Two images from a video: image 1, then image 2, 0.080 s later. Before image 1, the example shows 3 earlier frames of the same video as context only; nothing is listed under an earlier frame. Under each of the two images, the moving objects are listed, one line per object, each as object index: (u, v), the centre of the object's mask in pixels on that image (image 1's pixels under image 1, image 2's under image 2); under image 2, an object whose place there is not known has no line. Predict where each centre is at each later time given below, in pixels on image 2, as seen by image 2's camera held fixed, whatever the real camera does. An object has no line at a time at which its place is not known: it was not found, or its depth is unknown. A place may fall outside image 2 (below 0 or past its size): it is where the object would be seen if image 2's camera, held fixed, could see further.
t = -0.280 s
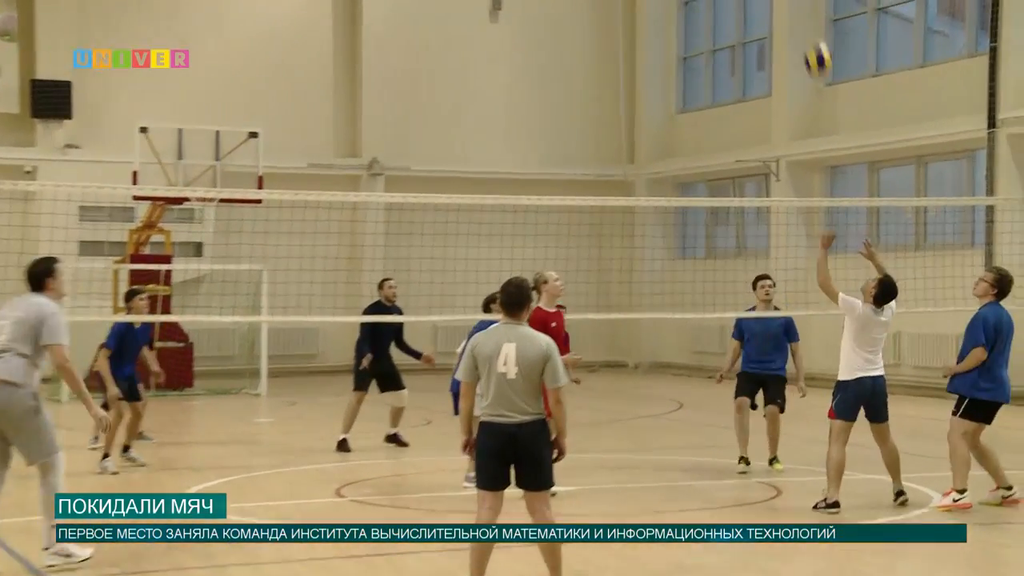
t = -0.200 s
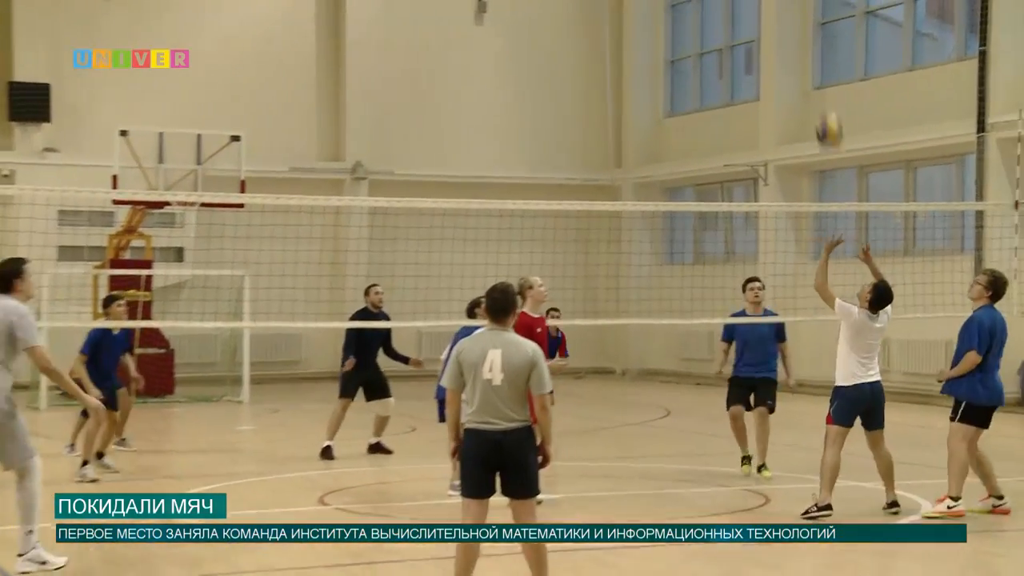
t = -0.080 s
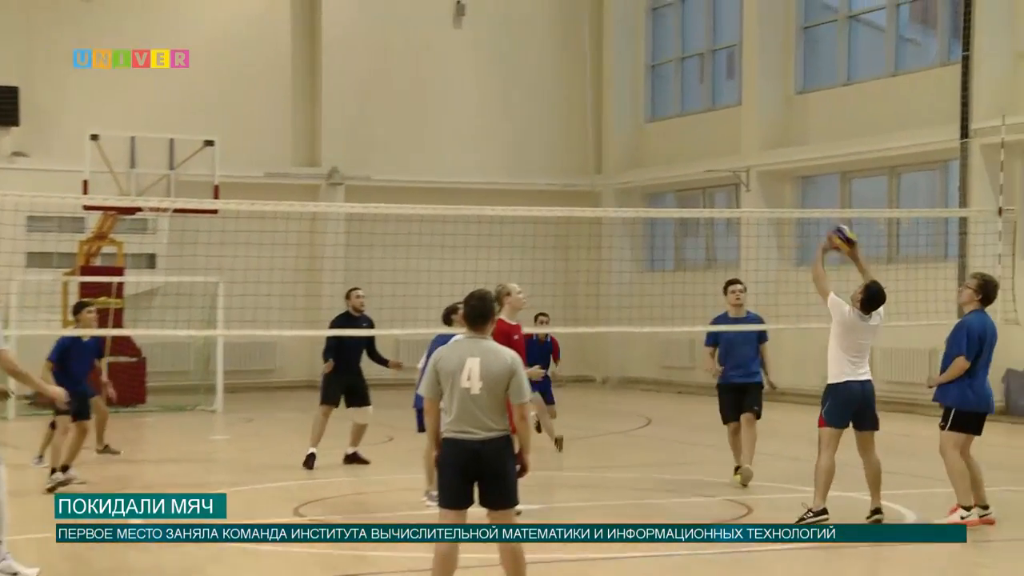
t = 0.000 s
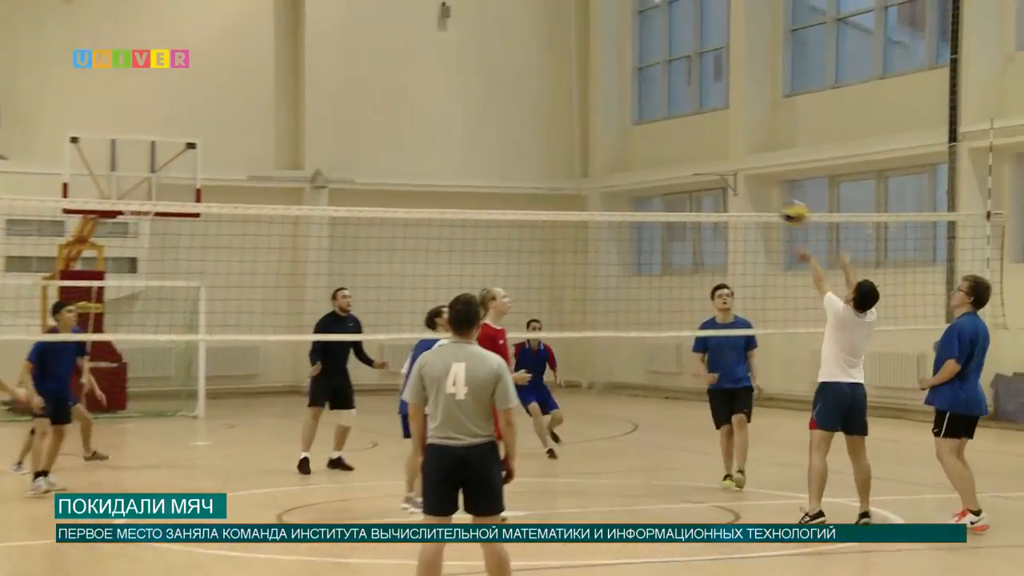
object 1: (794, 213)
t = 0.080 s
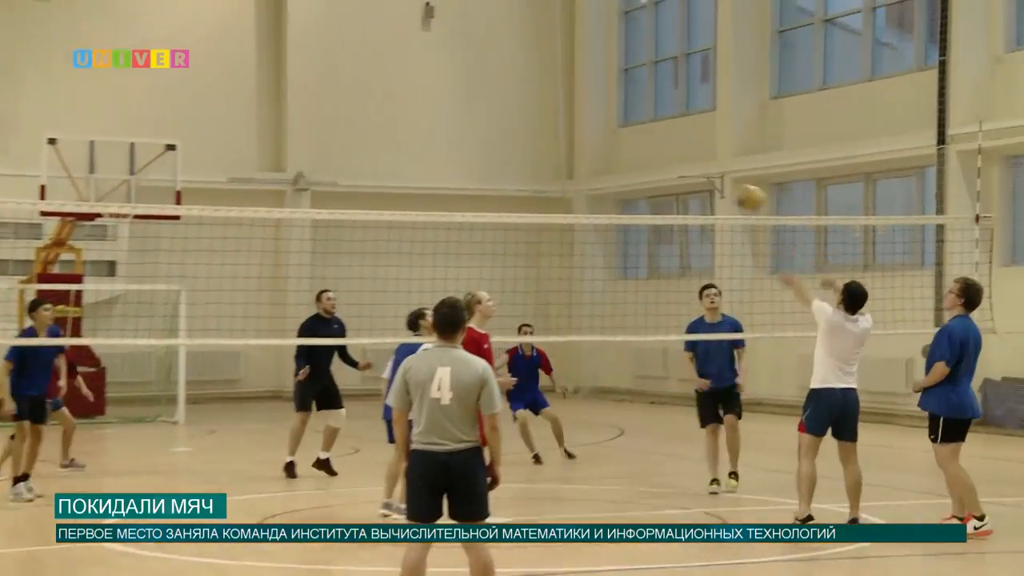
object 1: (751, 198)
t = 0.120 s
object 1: (734, 191)
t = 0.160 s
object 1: (718, 187)
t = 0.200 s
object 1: (705, 185)
